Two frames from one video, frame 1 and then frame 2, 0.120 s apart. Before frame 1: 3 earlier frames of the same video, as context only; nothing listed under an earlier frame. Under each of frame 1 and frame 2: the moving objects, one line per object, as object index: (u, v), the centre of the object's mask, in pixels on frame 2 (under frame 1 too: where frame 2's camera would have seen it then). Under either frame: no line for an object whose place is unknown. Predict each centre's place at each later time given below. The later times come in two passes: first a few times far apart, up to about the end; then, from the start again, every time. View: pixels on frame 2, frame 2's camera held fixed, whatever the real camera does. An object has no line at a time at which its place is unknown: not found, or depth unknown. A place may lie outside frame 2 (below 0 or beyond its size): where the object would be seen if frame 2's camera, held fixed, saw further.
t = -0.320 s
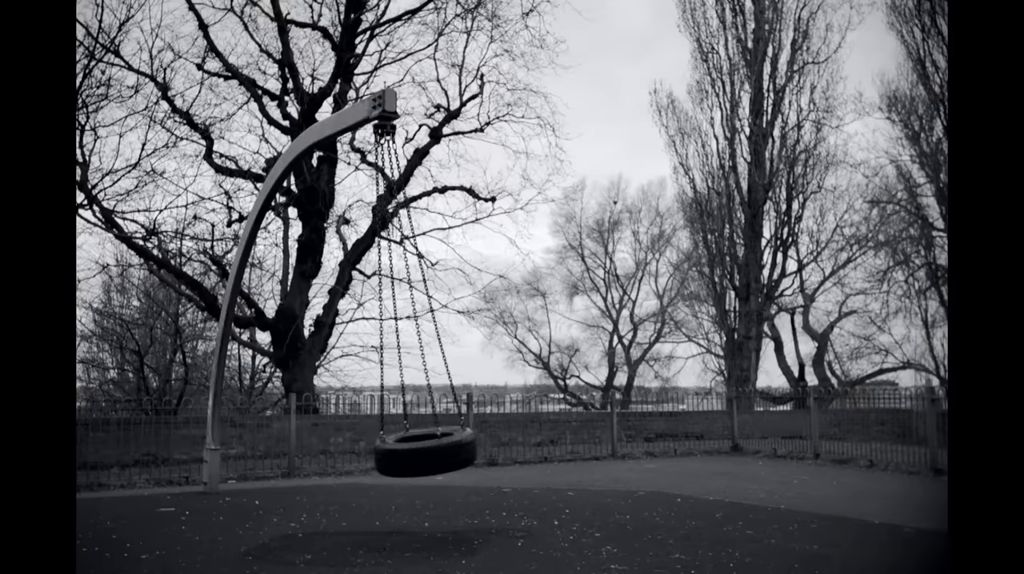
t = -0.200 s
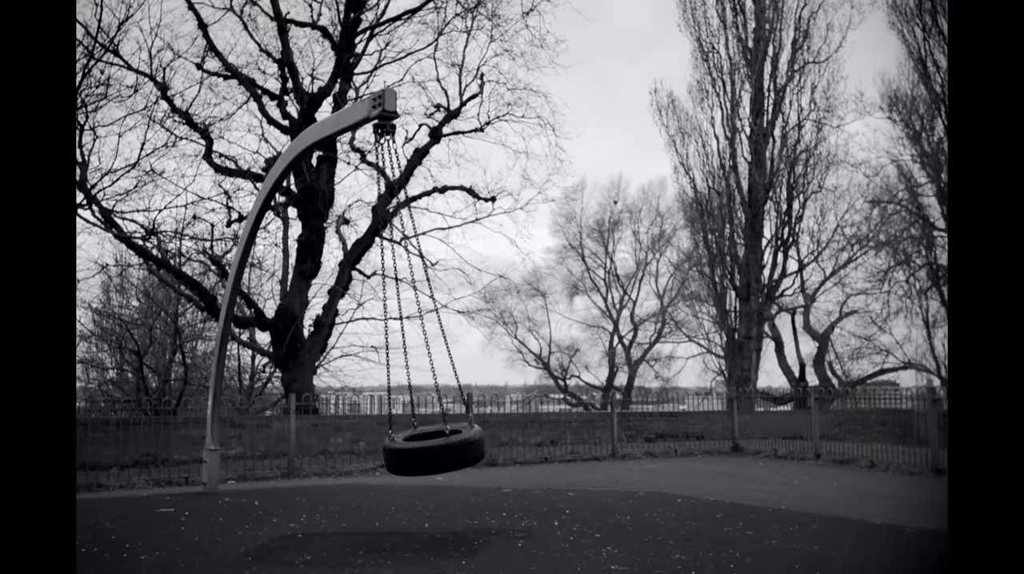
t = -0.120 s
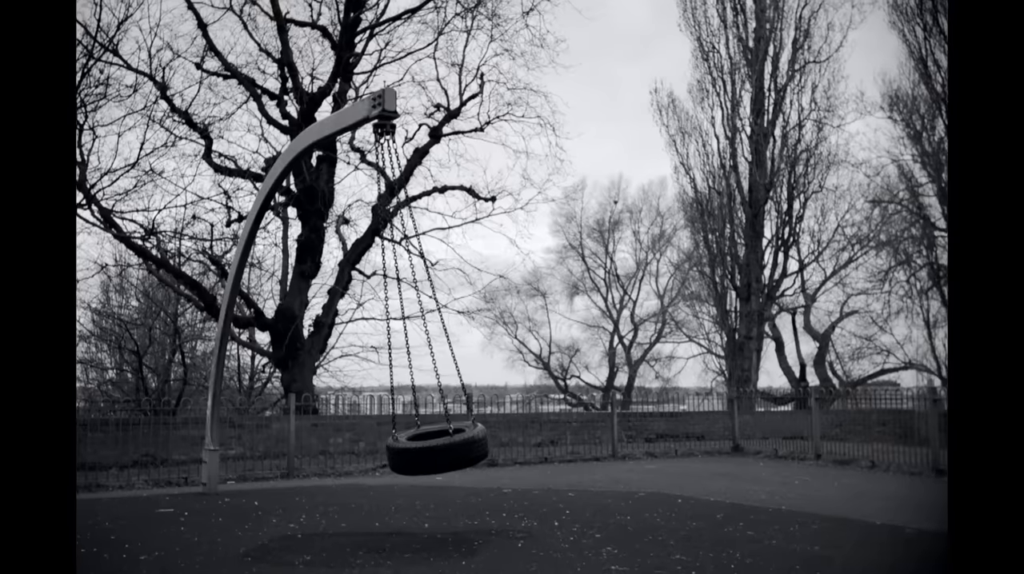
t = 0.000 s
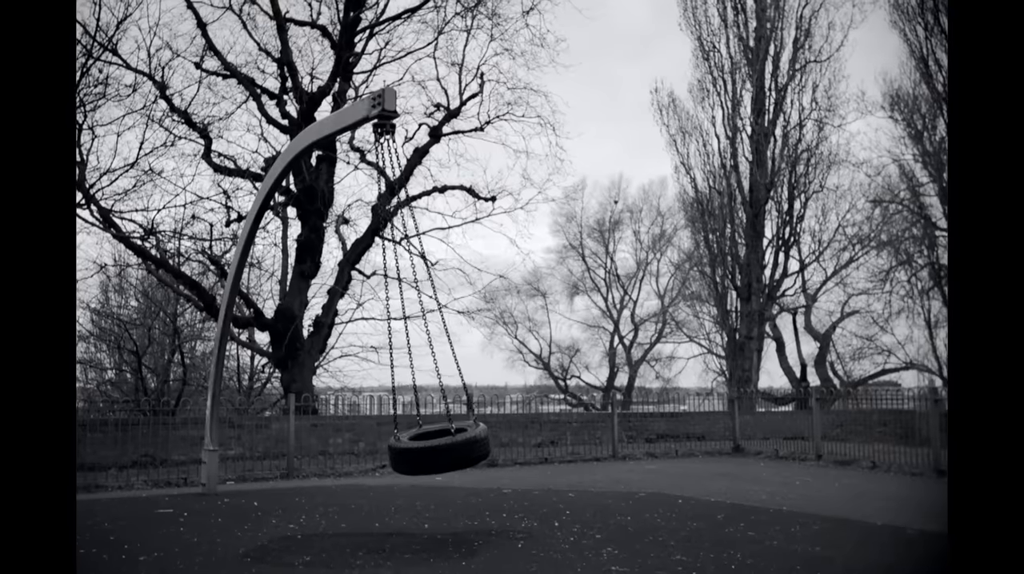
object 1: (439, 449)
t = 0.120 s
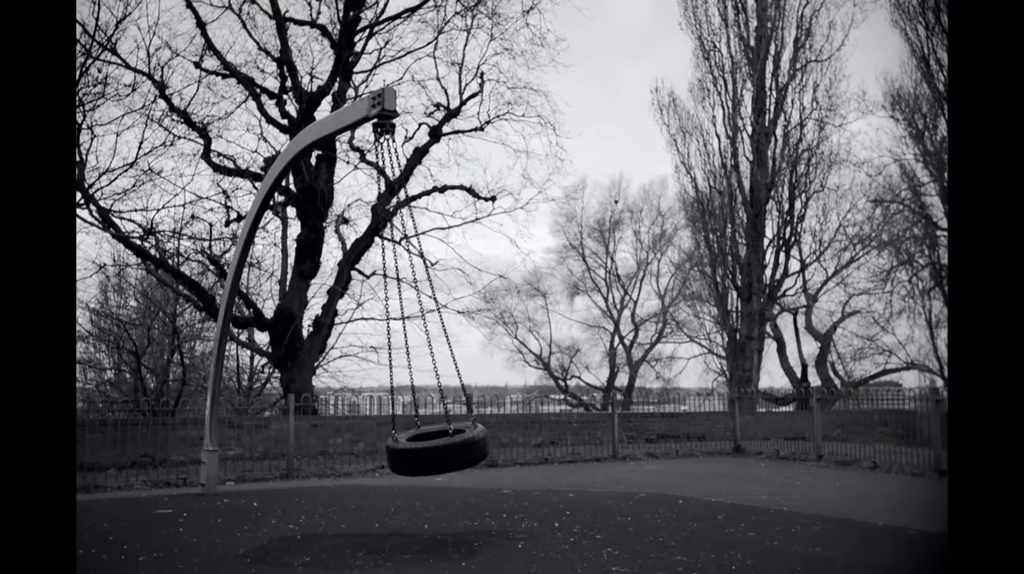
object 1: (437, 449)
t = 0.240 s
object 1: (431, 451)
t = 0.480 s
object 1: (408, 456)
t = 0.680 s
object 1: (381, 459)
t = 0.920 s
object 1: (349, 459)
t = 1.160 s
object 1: (324, 455)
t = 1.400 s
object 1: (316, 452)
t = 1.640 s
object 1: (327, 455)
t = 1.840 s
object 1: (347, 459)
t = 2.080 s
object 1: (380, 460)
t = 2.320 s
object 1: (411, 456)
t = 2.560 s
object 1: (432, 450)
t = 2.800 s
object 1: (437, 448)
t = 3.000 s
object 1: (430, 451)
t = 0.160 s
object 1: (435, 450)
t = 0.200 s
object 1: (433, 451)
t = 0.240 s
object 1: (431, 451)
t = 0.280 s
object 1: (428, 452)
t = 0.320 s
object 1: (425, 453)
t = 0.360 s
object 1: (421, 454)
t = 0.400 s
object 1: (417, 455)
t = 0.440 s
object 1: (412, 456)
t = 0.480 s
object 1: (408, 456)
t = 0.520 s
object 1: (403, 457)
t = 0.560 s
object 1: (398, 458)
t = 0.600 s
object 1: (393, 459)
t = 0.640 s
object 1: (387, 459)
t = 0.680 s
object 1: (381, 459)
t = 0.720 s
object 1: (376, 460)
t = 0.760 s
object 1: (370, 460)
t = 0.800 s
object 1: (364, 460)
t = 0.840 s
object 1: (359, 459)
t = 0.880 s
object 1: (353, 459)
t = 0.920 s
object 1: (349, 459)
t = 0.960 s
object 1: (343, 458)
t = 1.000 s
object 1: (338, 458)
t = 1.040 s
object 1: (334, 457)
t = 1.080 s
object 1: (330, 456)
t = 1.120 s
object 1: (327, 455)
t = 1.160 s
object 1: (324, 455)
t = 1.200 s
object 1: (321, 454)
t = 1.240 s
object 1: (318, 453)
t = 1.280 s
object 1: (317, 453)
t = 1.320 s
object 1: (316, 453)
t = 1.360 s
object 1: (315, 453)
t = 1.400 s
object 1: (316, 452)
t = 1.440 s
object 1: (316, 453)
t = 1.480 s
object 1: (317, 453)
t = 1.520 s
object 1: (318, 453)
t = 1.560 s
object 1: (321, 453)
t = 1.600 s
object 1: (323, 454)
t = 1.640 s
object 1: (327, 455)
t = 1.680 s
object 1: (330, 456)
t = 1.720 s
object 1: (333, 457)
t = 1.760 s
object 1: (338, 458)
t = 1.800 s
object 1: (343, 458)
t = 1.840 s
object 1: (347, 459)
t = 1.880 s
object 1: (352, 459)
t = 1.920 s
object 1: (357, 459)
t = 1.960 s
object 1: (363, 459)
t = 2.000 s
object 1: (369, 460)
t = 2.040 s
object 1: (374, 460)
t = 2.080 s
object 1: (380, 460)
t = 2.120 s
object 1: (385, 459)
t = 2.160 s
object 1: (391, 458)
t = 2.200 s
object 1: (396, 458)
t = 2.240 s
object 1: (402, 457)
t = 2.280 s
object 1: (406, 456)
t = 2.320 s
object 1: (411, 456)
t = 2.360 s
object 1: (415, 455)
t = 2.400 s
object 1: (419, 454)
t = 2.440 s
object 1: (423, 453)
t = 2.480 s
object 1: (426, 452)
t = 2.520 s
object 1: (429, 451)
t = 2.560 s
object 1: (432, 450)
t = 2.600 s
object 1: (433, 450)
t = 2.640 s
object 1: (435, 449)
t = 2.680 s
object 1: (436, 449)
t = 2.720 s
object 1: (437, 449)
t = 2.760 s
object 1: (437, 449)
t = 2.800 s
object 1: (437, 448)
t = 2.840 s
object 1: (437, 449)
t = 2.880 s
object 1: (436, 449)
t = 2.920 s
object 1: (434, 449)
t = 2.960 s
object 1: (432, 450)
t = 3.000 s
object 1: (430, 451)
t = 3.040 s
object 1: (427, 451)
